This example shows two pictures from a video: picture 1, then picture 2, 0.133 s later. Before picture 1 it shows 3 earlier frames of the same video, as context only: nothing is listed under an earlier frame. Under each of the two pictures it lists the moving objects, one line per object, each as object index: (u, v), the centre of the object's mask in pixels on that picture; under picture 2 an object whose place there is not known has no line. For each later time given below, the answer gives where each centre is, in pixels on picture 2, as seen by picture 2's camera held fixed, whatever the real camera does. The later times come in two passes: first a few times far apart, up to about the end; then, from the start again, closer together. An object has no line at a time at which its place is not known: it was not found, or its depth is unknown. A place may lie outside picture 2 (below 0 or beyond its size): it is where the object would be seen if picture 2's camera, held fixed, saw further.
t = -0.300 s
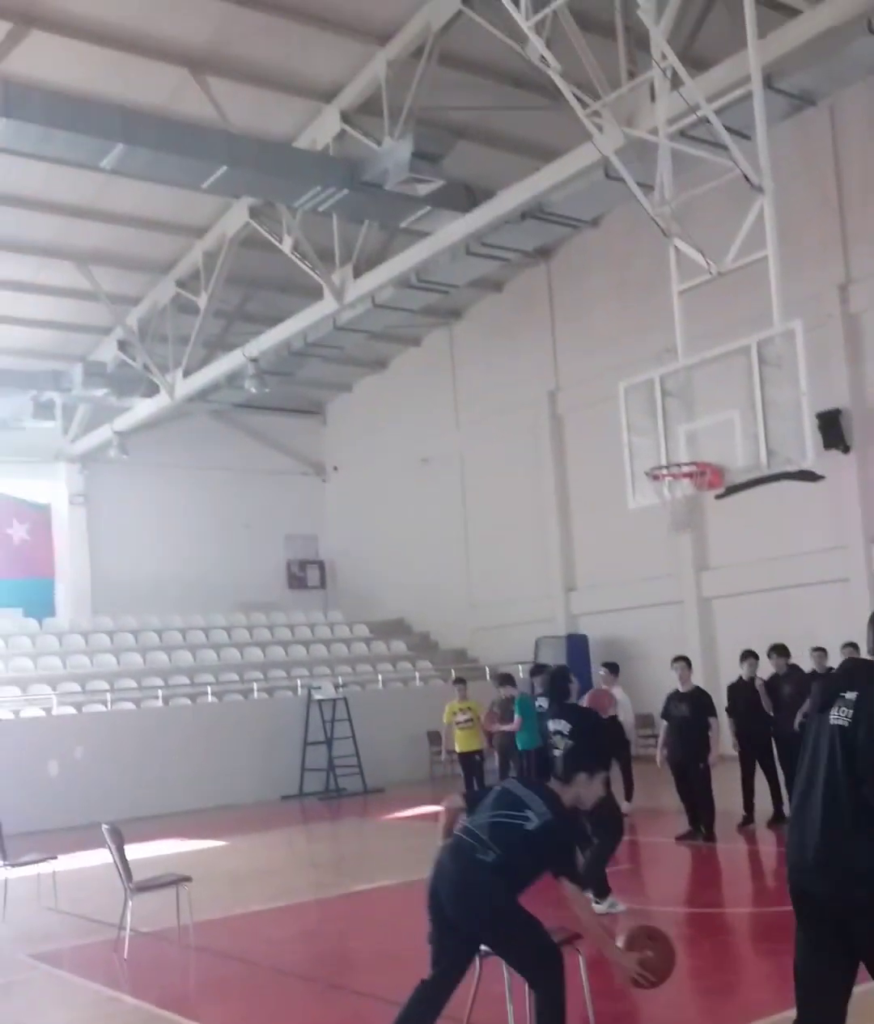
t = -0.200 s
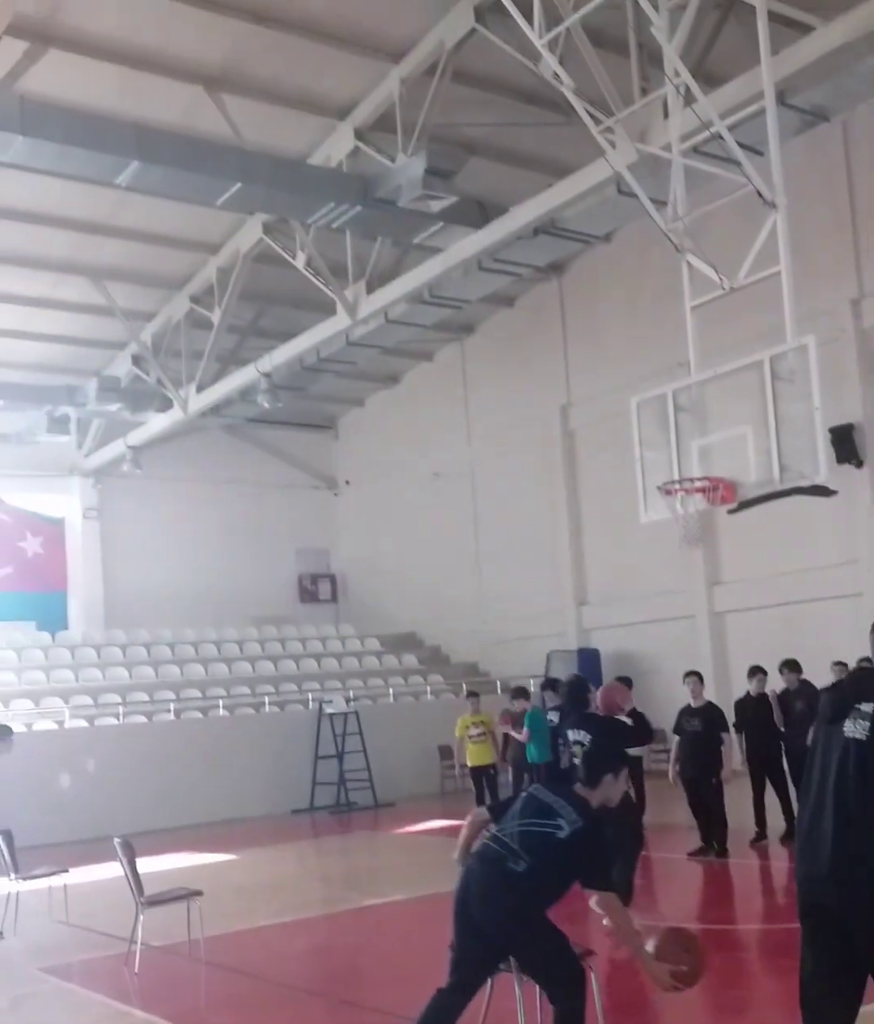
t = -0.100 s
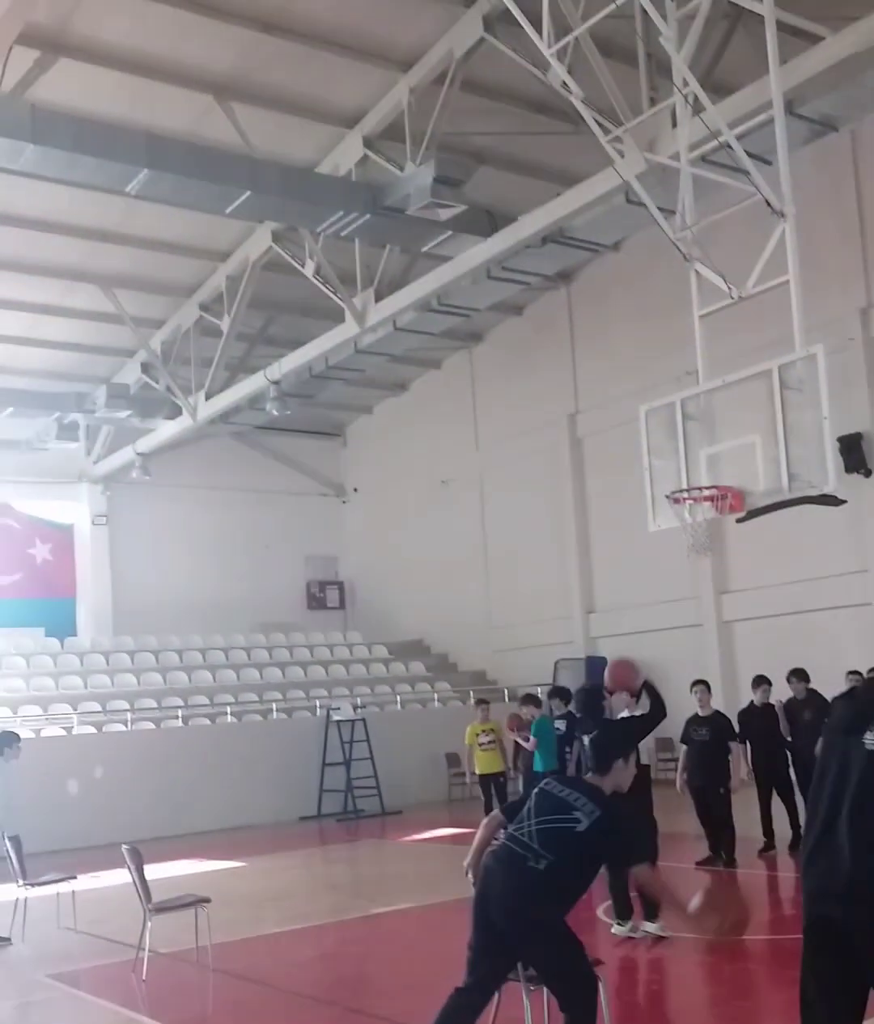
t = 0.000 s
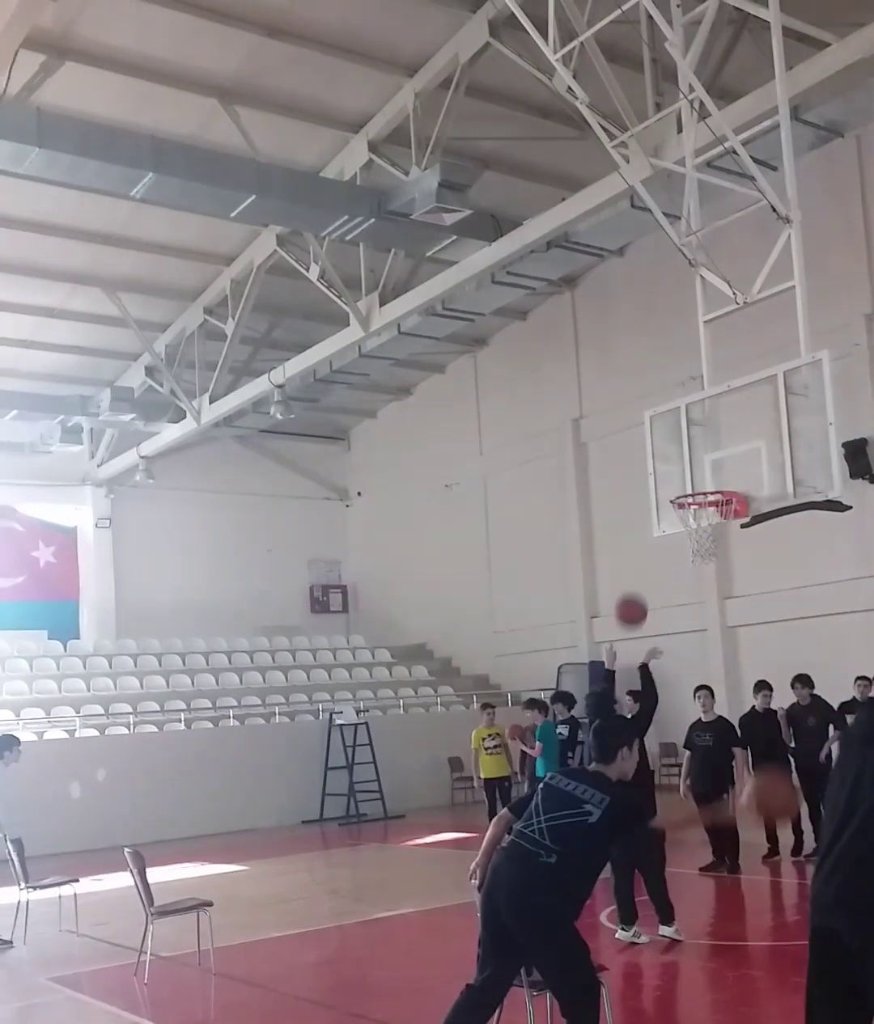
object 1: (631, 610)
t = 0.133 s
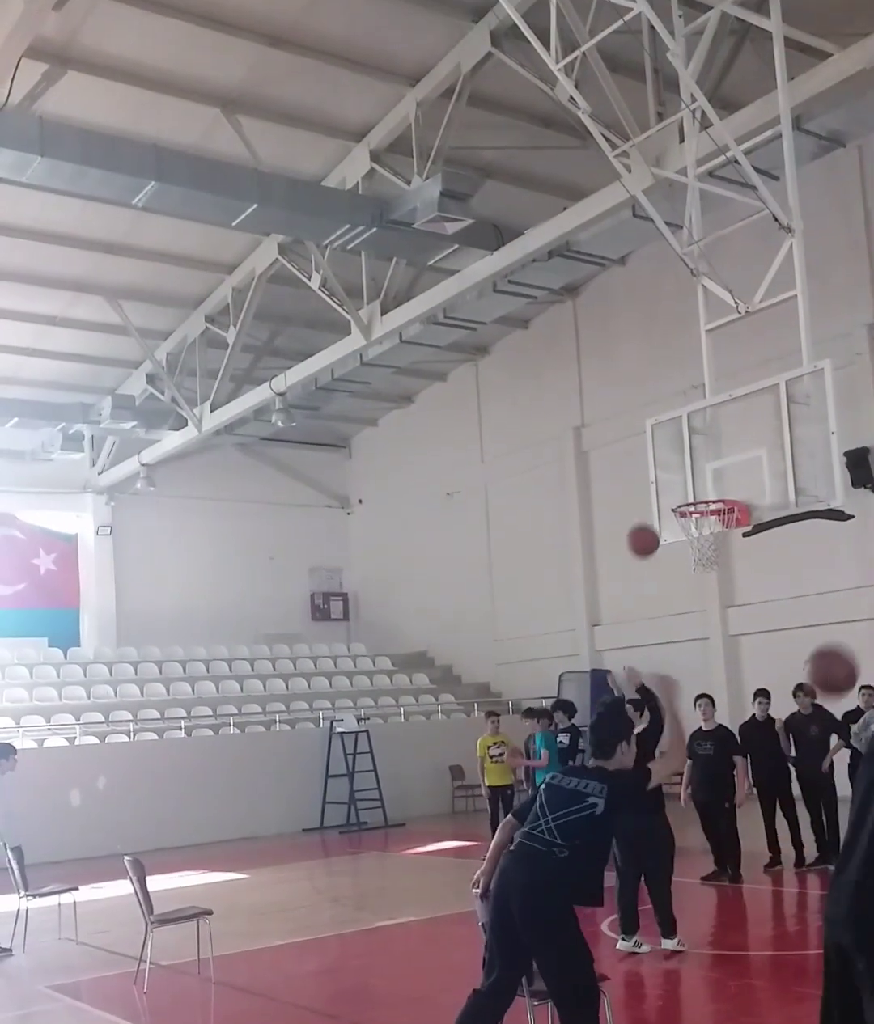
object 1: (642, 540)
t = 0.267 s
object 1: (655, 487)
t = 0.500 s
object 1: (679, 454)
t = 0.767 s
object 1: (708, 478)
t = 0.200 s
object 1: (649, 510)
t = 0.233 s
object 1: (651, 499)
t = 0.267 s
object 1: (655, 487)
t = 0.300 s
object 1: (658, 478)
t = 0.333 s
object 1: (661, 471)
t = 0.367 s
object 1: (664, 465)
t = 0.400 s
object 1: (668, 459)
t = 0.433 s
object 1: (672, 457)
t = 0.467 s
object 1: (675, 454)
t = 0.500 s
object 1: (679, 454)
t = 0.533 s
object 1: (683, 455)
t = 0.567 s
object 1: (687, 458)
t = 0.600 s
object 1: (691, 462)
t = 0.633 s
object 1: (695, 468)
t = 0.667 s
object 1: (700, 475)
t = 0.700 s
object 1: (704, 483)
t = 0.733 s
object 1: (706, 482)
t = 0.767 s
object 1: (708, 478)
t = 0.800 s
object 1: (709, 476)
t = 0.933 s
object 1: (718, 483)
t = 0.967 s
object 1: (720, 488)
